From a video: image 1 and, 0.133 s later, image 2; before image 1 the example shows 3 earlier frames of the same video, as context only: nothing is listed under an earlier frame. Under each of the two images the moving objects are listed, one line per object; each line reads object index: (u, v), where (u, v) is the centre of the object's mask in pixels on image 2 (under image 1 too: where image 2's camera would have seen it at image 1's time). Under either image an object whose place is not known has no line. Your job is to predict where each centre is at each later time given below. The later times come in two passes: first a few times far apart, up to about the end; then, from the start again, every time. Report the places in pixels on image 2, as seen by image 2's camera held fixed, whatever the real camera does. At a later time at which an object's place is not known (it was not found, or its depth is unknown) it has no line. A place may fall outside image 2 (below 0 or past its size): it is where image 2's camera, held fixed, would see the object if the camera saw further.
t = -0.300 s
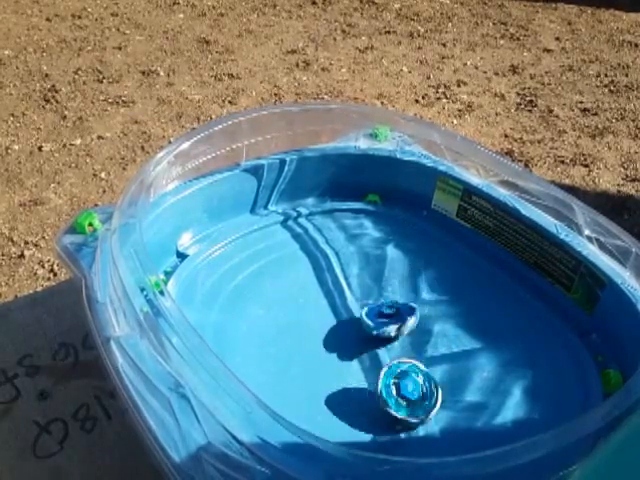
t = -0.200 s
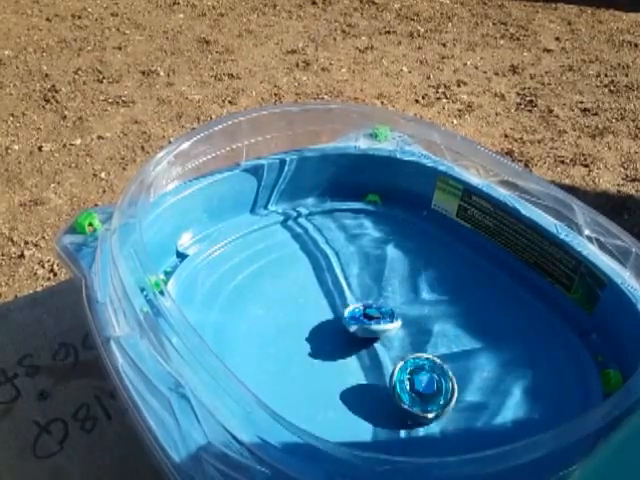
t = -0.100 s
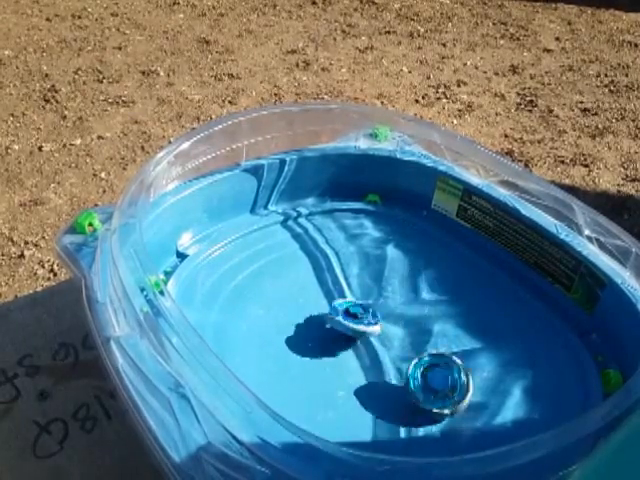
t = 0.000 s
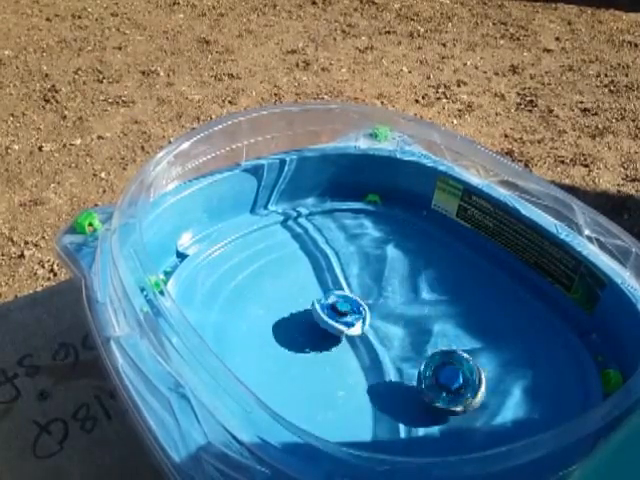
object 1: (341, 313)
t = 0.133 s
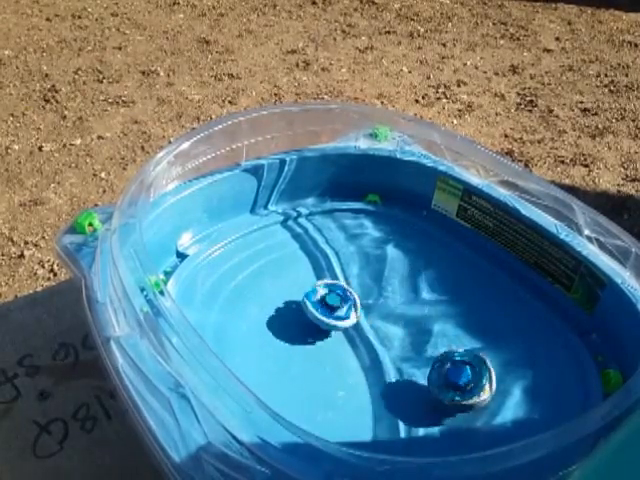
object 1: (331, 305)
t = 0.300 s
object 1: (335, 305)
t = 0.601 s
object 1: (355, 336)
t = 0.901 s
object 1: (337, 366)
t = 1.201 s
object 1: (336, 363)
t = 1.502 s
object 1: (380, 368)
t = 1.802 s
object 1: (407, 388)
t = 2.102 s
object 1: (402, 382)
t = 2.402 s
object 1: (413, 359)
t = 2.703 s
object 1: (433, 351)
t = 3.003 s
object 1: (426, 369)
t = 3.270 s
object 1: (419, 355)
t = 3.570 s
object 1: (416, 348)
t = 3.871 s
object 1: (408, 337)
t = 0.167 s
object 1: (330, 303)
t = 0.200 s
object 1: (331, 303)
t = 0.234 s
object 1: (333, 303)
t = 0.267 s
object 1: (334, 302)
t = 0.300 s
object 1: (335, 305)
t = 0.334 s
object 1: (339, 306)
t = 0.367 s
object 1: (339, 308)
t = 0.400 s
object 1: (344, 311)
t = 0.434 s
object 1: (347, 316)
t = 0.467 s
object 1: (351, 320)
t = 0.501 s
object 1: (353, 322)
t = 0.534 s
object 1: (353, 326)
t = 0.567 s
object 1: (353, 332)
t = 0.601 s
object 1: (355, 336)
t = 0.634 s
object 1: (355, 341)
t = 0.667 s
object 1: (353, 346)
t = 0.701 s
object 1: (353, 351)
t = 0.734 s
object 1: (347, 353)
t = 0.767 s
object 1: (349, 357)
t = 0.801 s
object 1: (346, 361)
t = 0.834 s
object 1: (344, 362)
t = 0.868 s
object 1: (343, 364)
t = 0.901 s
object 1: (337, 366)
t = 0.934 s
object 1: (334, 367)
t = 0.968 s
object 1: (333, 367)
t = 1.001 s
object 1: (329, 367)
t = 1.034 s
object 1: (328, 368)
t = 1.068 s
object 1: (329, 367)
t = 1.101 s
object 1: (329, 365)
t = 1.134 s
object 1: (329, 366)
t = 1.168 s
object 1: (333, 365)
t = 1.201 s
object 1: (336, 363)
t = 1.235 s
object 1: (338, 362)
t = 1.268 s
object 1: (346, 363)
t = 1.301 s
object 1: (350, 362)
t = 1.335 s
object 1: (353, 361)
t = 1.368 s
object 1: (359, 363)
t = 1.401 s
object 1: (365, 363)
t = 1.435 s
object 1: (370, 363)
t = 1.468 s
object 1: (375, 366)
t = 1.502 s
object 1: (380, 368)
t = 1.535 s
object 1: (386, 368)
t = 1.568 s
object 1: (390, 370)
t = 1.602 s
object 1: (394, 374)
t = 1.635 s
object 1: (400, 376)
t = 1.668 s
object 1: (401, 377)
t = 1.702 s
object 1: (403, 382)
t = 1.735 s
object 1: (408, 384)
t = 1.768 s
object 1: (409, 385)
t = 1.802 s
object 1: (407, 388)
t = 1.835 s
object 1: (410, 390)
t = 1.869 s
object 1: (410, 390)
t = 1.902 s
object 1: (407, 391)
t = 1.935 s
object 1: (408, 392)
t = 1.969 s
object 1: (407, 390)
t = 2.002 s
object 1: (405, 389)
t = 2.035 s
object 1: (405, 388)
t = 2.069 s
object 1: (405, 384)
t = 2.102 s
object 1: (402, 382)
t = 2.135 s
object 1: (403, 383)
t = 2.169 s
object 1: (401, 378)
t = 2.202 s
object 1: (398, 374)
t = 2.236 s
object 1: (404, 372)
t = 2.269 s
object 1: (403, 370)
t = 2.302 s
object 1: (405, 370)
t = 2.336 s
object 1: (407, 365)
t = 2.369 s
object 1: (407, 362)
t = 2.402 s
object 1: (413, 359)
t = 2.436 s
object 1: (415, 355)
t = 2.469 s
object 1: (418, 357)
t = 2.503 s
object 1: (421, 356)
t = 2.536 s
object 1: (421, 352)
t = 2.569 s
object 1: (425, 351)
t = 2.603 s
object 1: (430, 351)
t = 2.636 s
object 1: (430, 352)
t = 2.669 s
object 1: (429, 350)
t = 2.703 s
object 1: (433, 351)
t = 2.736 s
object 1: (433, 352)
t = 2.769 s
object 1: (431, 352)
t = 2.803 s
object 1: (432, 354)
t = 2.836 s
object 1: (431, 355)
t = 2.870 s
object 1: (428, 353)
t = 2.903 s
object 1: (423, 354)
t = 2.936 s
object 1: (429, 363)
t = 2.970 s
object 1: (432, 369)
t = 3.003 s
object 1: (426, 369)
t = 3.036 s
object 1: (418, 369)
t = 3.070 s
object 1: (418, 366)
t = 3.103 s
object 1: (421, 364)
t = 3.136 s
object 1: (419, 361)
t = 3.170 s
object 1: (417, 360)
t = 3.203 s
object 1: (416, 358)
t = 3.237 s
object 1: (416, 356)
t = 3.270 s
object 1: (419, 355)
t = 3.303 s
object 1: (416, 352)
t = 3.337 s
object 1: (417, 349)
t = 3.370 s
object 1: (419, 349)
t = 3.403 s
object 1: (421, 347)
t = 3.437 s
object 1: (423, 349)
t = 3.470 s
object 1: (421, 350)
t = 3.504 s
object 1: (418, 349)
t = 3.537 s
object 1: (420, 348)
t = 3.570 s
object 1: (416, 348)
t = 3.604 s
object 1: (417, 346)
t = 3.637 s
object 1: (416, 347)
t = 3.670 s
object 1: (417, 346)
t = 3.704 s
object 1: (415, 345)
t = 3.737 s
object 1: (414, 344)
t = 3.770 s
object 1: (415, 345)
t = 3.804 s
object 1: (411, 341)
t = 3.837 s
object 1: (410, 339)
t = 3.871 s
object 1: (408, 337)
